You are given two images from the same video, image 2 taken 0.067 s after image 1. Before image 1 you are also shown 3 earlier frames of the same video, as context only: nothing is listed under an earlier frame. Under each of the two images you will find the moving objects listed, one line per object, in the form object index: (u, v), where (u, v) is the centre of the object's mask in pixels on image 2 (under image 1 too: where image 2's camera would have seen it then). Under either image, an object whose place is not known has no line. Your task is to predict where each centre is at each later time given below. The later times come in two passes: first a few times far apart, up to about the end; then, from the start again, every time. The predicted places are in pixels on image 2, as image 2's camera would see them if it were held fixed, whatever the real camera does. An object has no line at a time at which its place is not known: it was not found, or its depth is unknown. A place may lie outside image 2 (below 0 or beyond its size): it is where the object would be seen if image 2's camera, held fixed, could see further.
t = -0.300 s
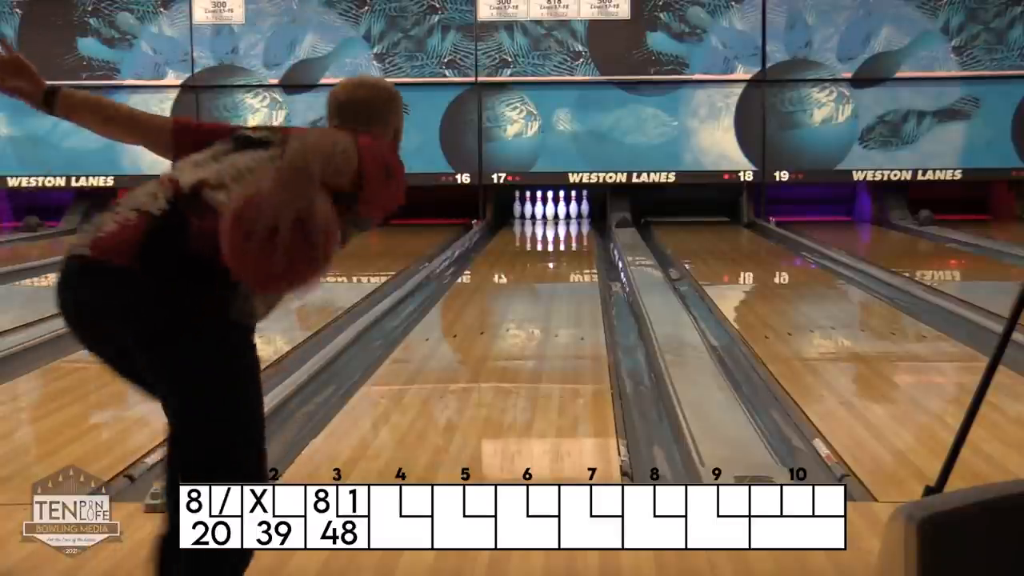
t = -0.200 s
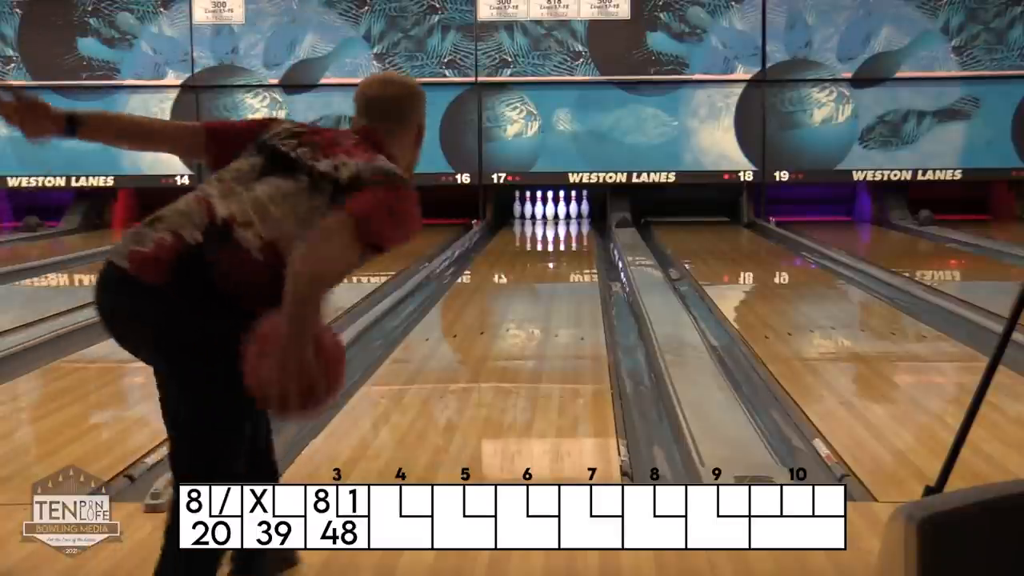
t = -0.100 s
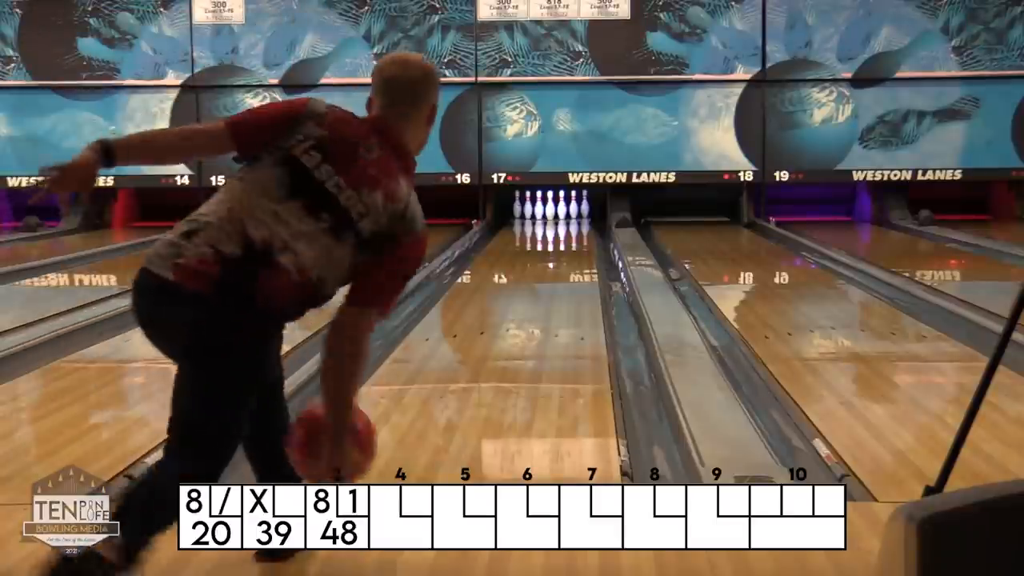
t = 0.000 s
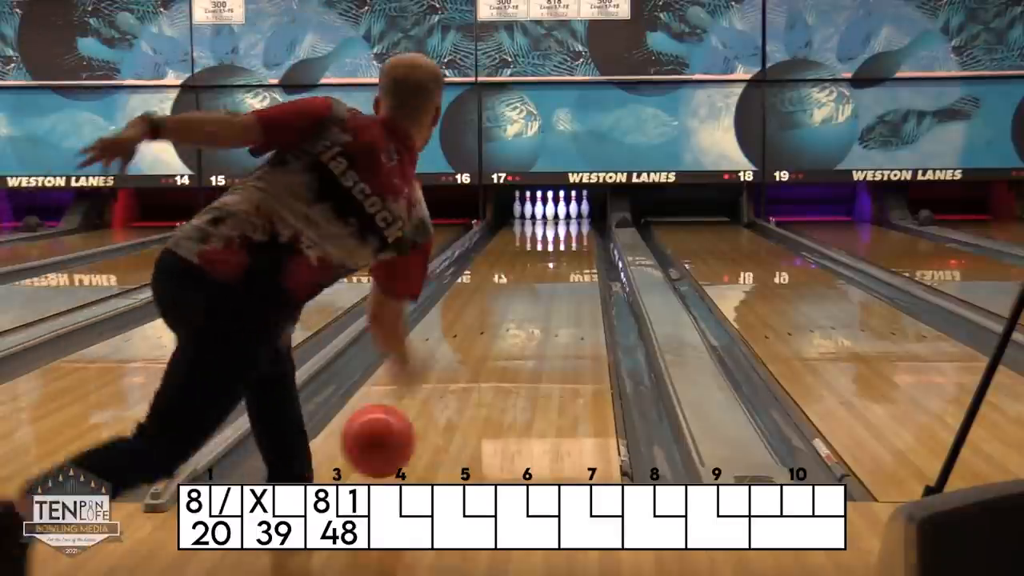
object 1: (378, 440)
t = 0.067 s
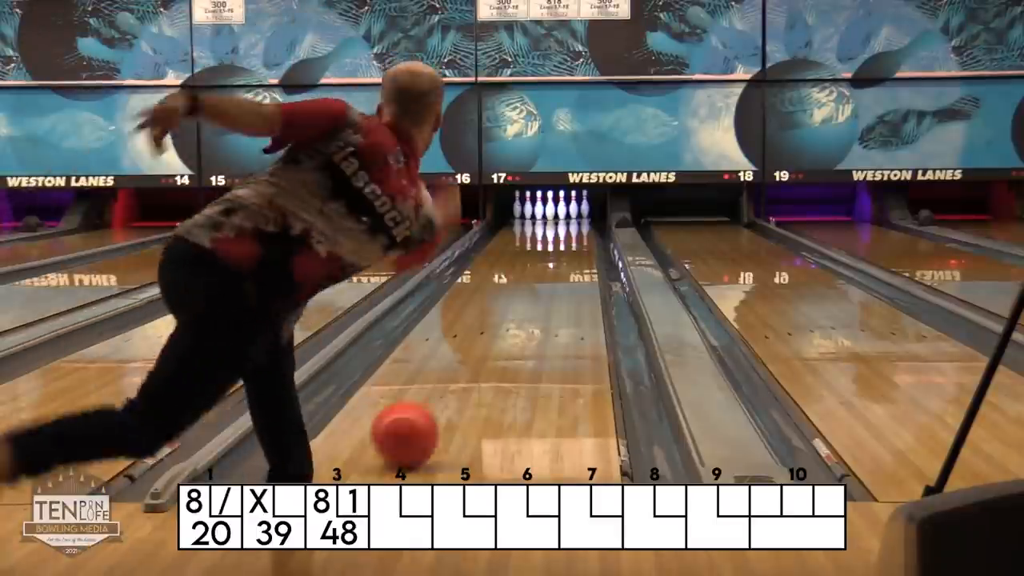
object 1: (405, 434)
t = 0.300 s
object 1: (468, 362)
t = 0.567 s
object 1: (512, 313)
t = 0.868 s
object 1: (536, 280)
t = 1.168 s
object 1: (551, 258)
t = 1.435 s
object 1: (562, 243)
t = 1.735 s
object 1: (568, 230)
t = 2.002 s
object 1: (571, 221)
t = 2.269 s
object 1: (567, 214)
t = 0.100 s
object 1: (416, 419)
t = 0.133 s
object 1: (427, 408)
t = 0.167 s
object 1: (437, 399)
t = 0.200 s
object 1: (445, 388)
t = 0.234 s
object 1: (453, 380)
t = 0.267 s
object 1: (461, 371)
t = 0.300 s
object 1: (468, 362)
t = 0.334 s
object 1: (474, 355)
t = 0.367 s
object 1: (480, 348)
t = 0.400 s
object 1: (485, 342)
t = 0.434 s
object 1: (491, 336)
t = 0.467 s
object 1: (496, 330)
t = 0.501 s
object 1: (500, 324)
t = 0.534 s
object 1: (504, 320)
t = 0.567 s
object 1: (512, 313)
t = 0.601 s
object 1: (513, 310)
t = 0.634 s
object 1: (517, 305)
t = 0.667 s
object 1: (520, 301)
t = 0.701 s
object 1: (523, 298)
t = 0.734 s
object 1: (526, 294)
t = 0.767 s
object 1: (529, 290)
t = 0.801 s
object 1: (531, 286)
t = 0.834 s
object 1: (534, 283)
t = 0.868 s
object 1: (536, 280)
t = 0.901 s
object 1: (537, 277)
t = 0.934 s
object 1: (541, 274)
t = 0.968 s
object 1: (542, 271)
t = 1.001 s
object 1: (543, 269)
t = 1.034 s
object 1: (545, 267)
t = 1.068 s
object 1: (547, 264)
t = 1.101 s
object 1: (549, 262)
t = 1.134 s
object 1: (551, 260)
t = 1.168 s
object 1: (551, 258)
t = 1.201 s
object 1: (553, 255)
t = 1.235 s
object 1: (555, 253)
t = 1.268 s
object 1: (556, 251)
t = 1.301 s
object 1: (557, 250)
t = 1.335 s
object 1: (558, 249)
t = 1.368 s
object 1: (560, 246)
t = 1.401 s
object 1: (561, 244)
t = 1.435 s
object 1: (562, 243)
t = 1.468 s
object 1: (563, 241)
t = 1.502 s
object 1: (564, 240)
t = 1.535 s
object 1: (565, 238)
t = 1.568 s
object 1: (565, 237)
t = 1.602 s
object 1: (565, 236)
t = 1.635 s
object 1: (566, 234)
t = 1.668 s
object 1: (567, 233)
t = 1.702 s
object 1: (568, 231)
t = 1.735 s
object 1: (568, 230)
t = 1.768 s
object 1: (569, 229)
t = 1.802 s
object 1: (570, 228)
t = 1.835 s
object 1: (570, 226)
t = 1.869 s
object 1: (571, 225)
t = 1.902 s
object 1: (571, 224)
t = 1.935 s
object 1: (571, 223)
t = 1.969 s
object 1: (571, 222)
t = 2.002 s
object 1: (571, 221)
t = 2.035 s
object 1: (571, 220)
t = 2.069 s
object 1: (571, 219)
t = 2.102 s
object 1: (571, 219)
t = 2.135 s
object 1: (571, 218)
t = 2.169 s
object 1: (570, 217)
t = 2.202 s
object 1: (569, 216)
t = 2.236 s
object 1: (568, 215)
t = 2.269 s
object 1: (567, 214)
